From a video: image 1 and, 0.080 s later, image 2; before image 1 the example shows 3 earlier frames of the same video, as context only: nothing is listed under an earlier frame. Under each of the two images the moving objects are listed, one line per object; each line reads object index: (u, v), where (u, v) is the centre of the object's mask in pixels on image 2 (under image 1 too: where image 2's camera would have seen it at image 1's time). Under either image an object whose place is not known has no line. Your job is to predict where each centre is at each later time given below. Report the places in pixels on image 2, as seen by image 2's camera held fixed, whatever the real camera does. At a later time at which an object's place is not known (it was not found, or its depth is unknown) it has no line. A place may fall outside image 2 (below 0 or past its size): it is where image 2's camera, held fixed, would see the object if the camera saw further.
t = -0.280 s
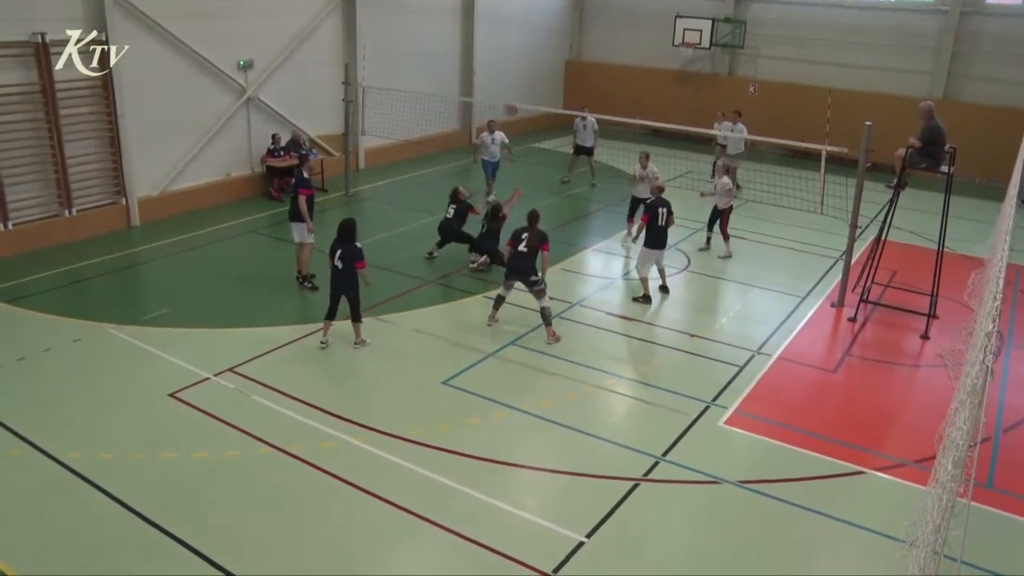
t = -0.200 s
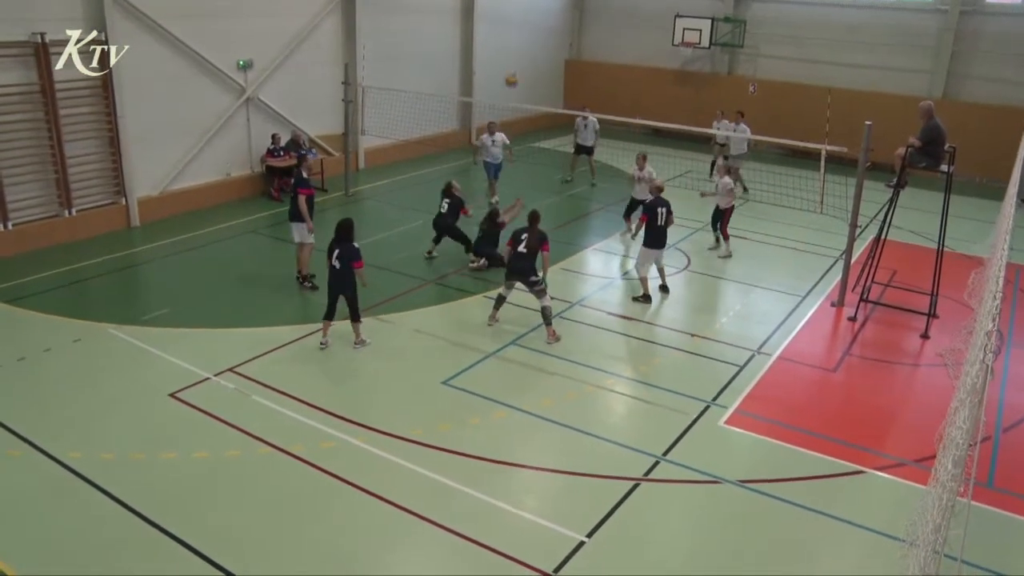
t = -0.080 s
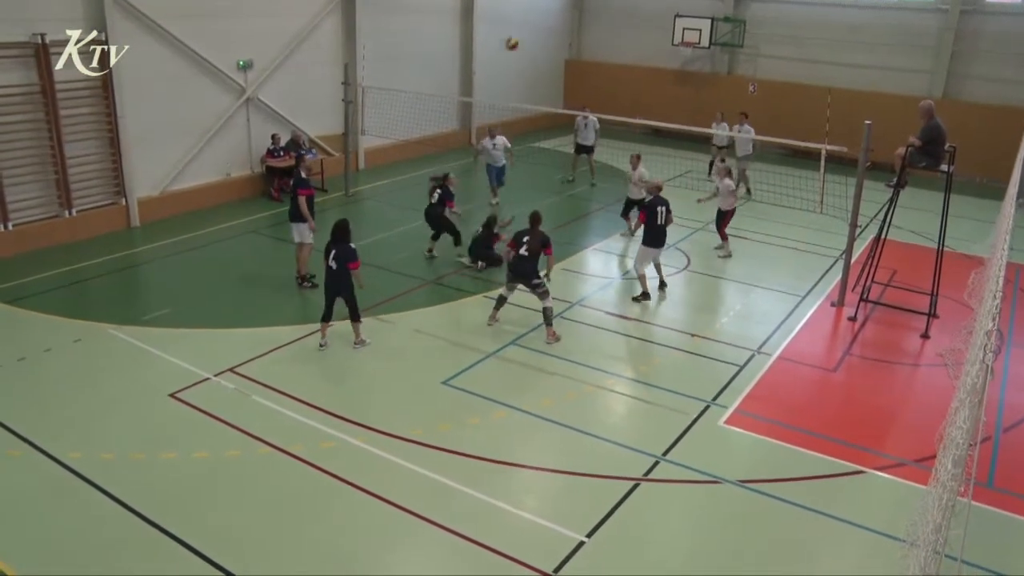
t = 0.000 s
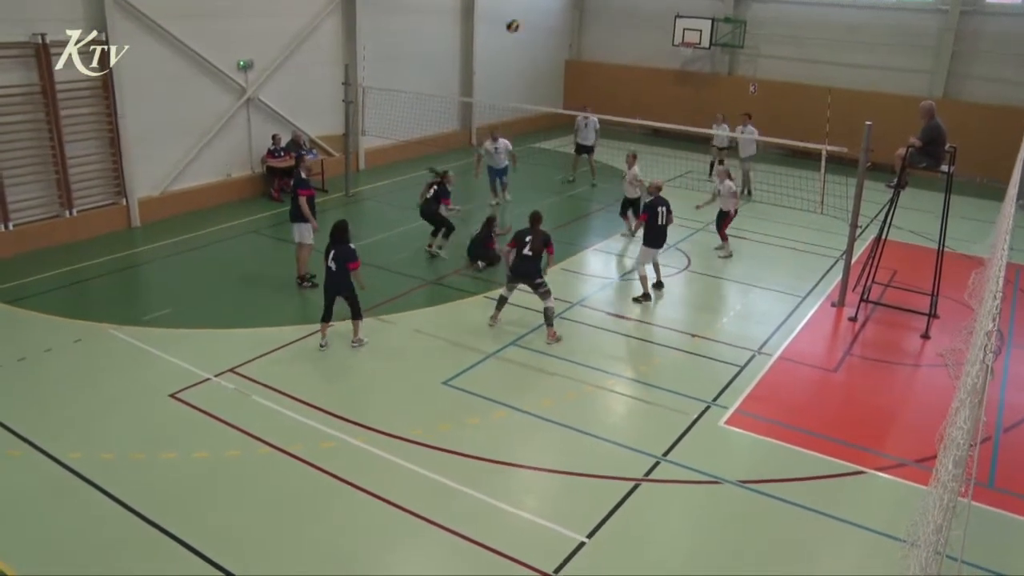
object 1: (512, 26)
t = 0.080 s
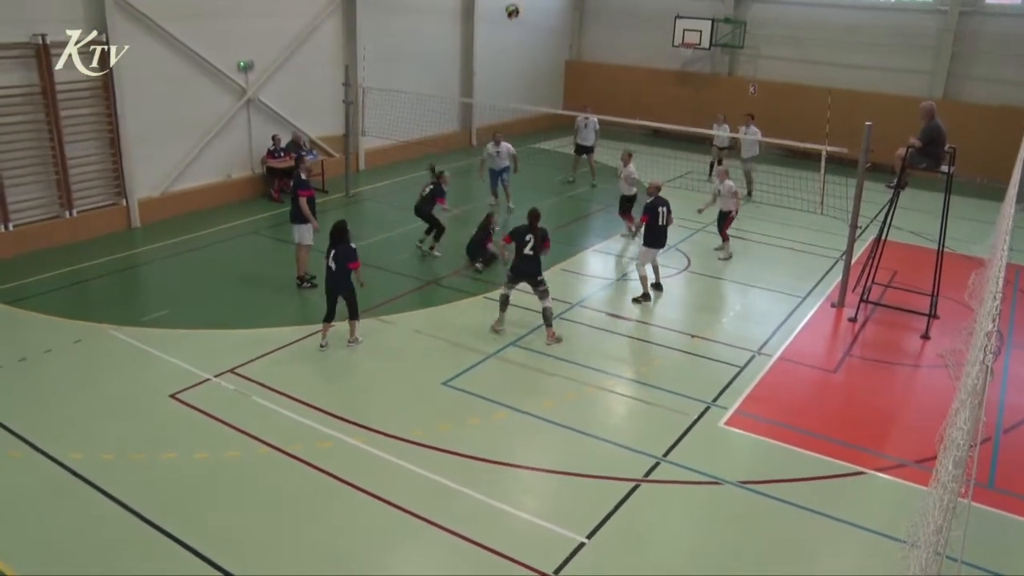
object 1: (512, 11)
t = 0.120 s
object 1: (511, 6)
